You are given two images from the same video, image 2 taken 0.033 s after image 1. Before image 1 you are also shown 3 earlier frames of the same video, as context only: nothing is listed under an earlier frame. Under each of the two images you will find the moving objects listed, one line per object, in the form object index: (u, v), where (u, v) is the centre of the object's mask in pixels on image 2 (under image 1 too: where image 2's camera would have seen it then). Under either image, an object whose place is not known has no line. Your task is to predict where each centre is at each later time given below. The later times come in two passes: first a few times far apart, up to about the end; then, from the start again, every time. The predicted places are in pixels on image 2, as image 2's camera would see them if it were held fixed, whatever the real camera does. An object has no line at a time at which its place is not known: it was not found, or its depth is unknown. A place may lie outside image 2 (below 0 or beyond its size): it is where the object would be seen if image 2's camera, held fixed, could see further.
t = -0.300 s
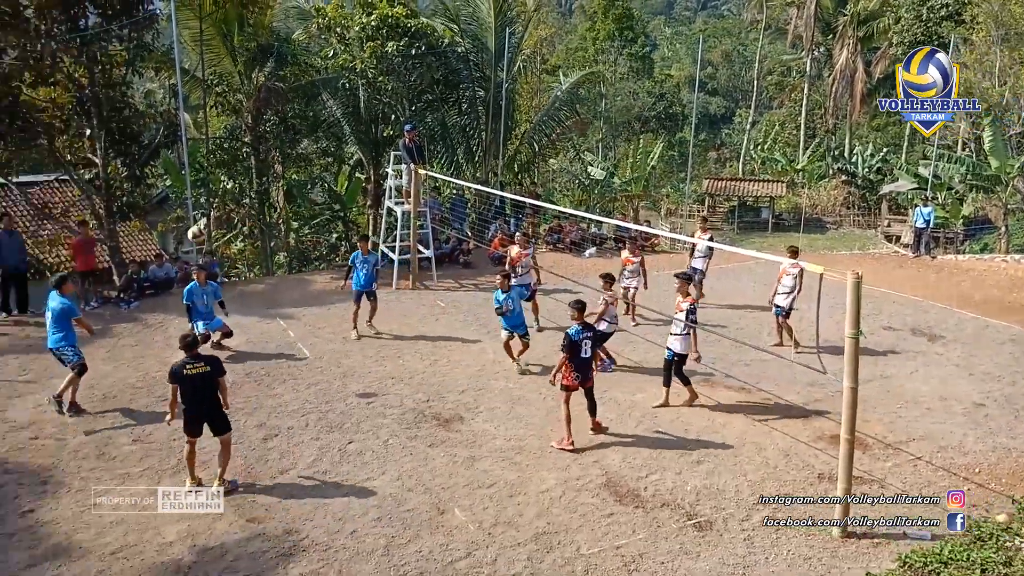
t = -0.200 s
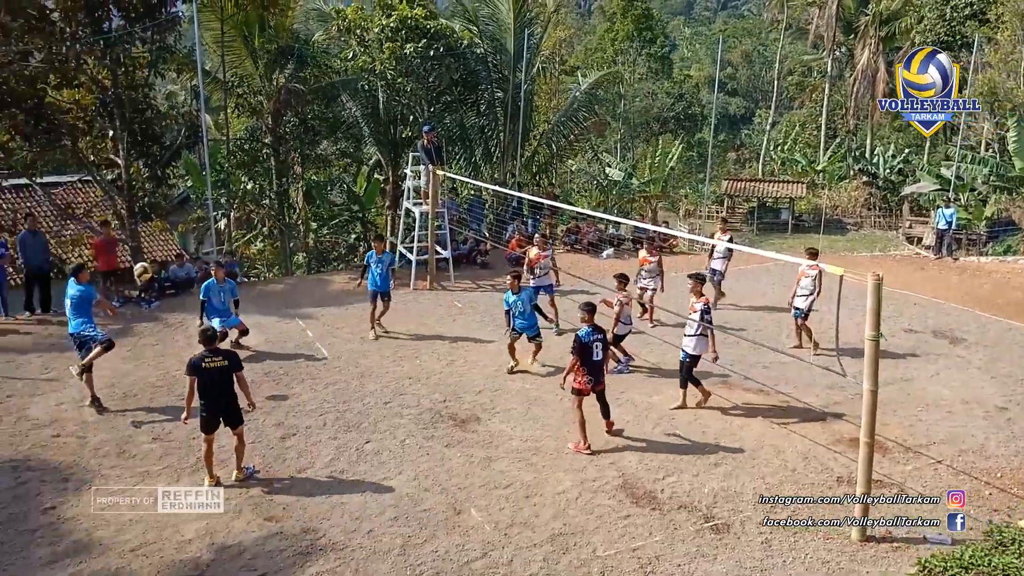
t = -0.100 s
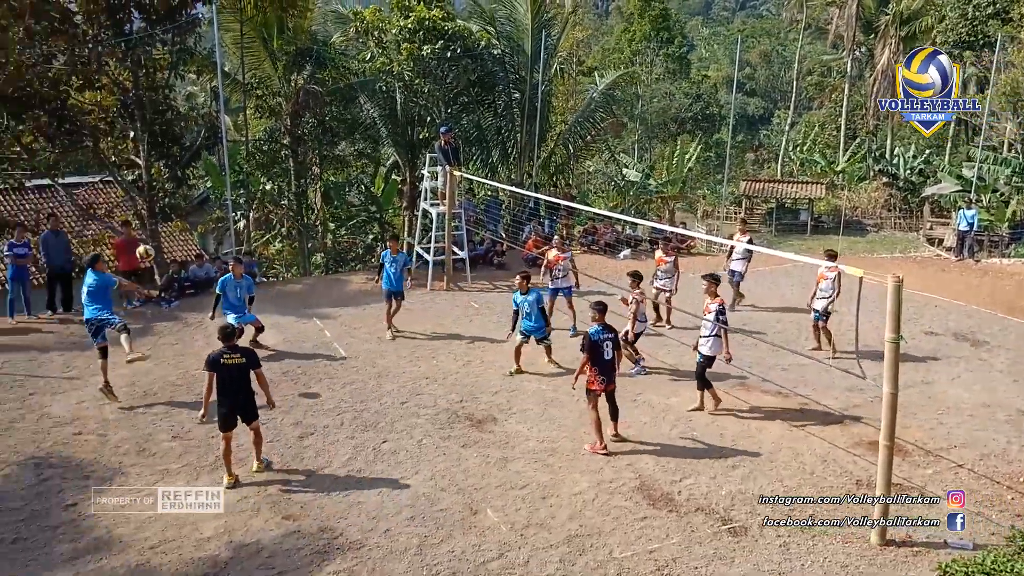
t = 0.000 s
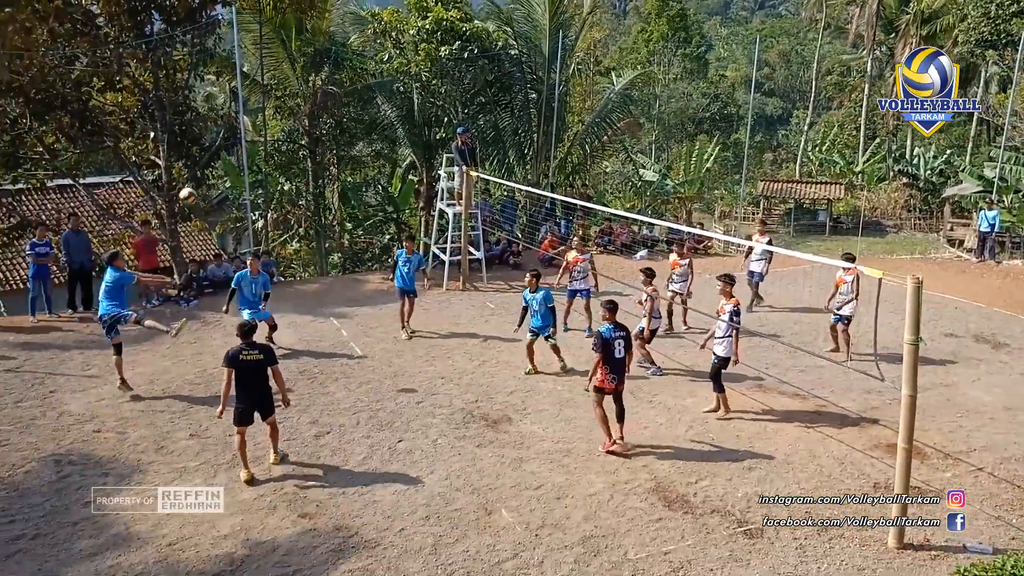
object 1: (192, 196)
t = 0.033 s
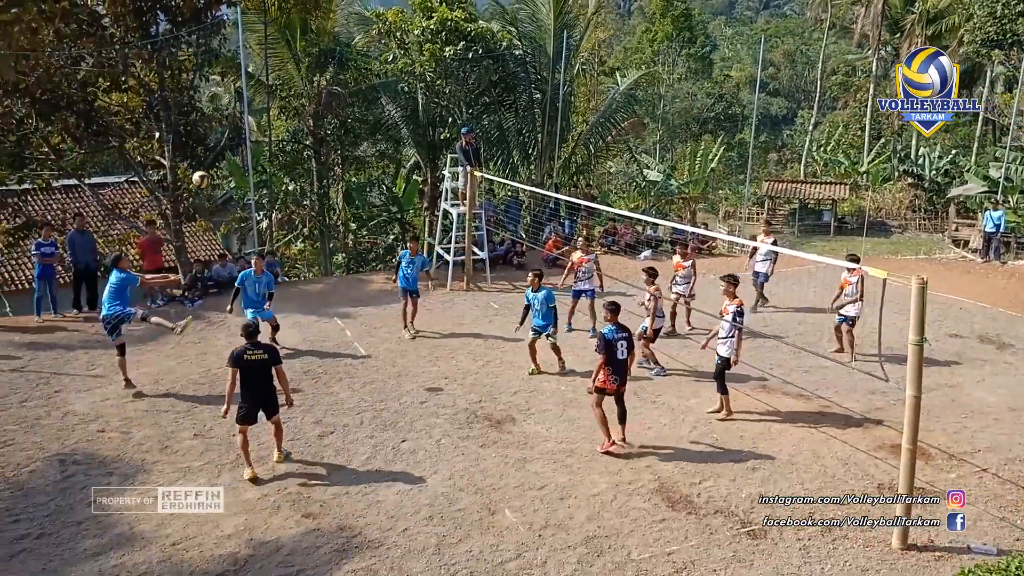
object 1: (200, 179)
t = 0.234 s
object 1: (247, 96)
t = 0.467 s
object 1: (299, 42)
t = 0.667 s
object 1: (338, 29)
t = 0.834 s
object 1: (371, 40)
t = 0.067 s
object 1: (209, 163)
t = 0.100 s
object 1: (215, 148)
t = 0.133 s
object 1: (223, 132)
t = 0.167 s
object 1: (231, 120)
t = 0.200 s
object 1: (239, 108)
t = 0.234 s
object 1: (247, 96)
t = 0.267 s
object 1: (255, 85)
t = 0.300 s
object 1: (262, 76)
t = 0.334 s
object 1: (270, 68)
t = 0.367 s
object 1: (277, 60)
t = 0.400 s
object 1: (284, 53)
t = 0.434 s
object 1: (292, 47)
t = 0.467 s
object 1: (299, 42)
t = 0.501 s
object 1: (306, 38)
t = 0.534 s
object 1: (313, 34)
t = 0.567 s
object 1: (319, 32)
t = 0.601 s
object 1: (325, 30)
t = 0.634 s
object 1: (331, 29)
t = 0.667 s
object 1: (338, 29)
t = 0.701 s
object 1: (345, 31)
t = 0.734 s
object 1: (352, 32)
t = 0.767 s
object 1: (358, 33)
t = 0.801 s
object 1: (364, 36)
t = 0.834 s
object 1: (371, 40)
